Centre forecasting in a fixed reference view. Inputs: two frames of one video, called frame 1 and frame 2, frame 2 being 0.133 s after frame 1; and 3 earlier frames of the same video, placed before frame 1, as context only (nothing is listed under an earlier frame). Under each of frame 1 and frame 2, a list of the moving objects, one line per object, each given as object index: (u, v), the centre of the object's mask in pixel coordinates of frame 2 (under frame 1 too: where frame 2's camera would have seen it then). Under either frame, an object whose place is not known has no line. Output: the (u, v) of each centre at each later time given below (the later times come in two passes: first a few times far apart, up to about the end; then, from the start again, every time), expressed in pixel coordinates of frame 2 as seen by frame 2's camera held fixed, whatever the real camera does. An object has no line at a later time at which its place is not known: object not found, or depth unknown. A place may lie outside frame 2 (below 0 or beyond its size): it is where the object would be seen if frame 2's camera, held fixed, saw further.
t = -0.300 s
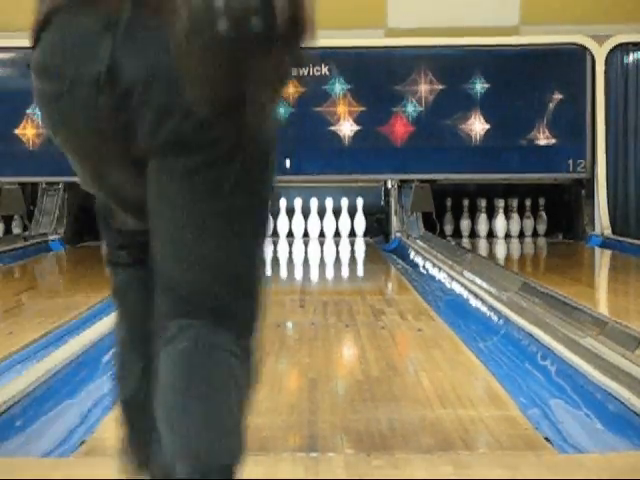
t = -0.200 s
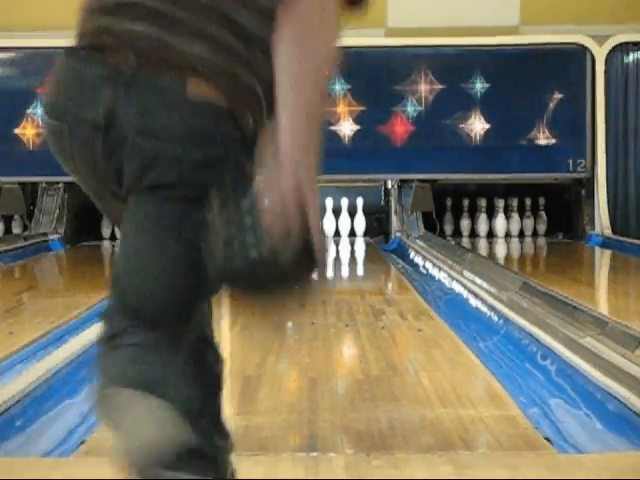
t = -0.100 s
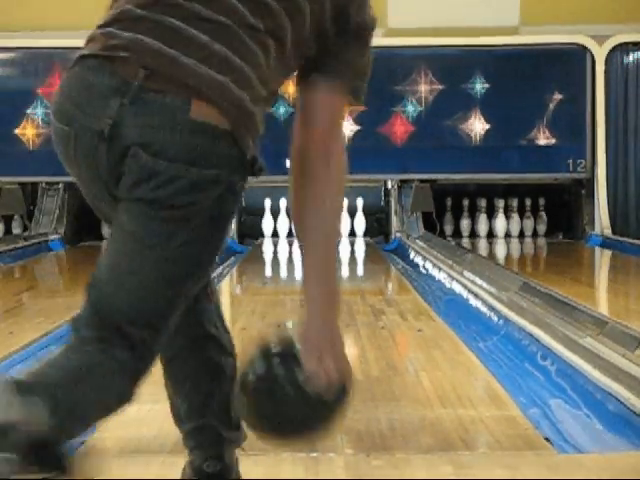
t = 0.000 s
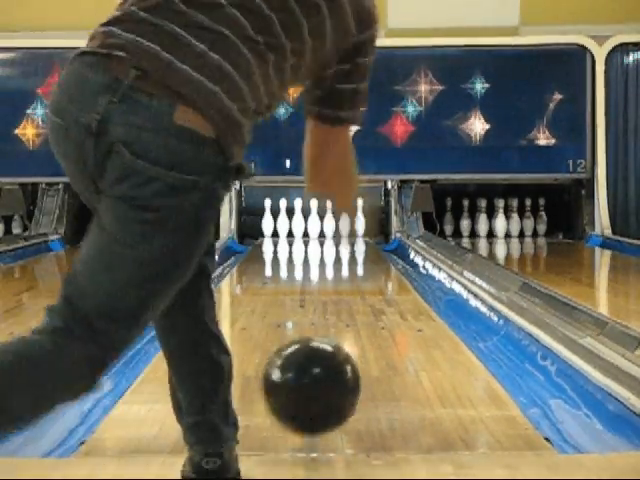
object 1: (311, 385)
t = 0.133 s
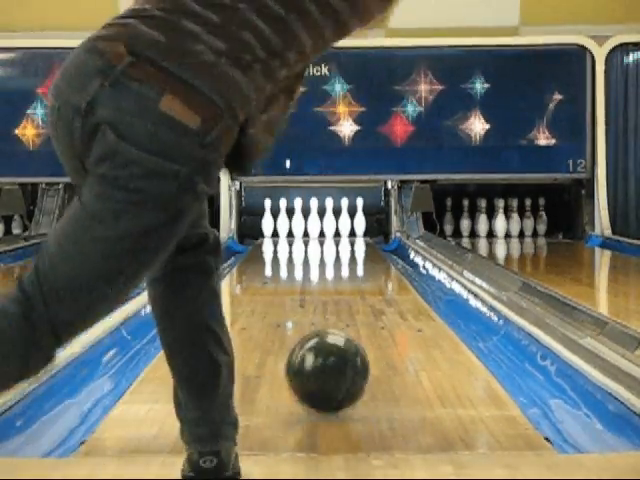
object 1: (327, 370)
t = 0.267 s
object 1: (339, 346)
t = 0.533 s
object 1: (353, 310)
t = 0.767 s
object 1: (359, 289)
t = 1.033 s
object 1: (363, 271)
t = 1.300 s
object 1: (365, 258)
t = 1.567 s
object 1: (363, 250)
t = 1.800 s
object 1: (360, 243)
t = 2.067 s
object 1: (354, 237)
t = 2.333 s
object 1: (344, 233)
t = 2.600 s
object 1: (328, 229)
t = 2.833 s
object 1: (323, 227)
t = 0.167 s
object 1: (330, 366)
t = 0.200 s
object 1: (333, 360)
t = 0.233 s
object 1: (336, 353)
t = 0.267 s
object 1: (339, 346)
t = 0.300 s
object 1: (341, 341)
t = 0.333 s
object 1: (343, 335)
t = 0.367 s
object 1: (345, 331)
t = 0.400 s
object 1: (347, 325)
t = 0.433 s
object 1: (348, 321)
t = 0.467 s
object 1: (350, 317)
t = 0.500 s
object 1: (351, 313)
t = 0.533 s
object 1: (353, 310)
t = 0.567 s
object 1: (354, 305)
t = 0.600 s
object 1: (355, 304)
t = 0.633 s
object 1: (356, 300)
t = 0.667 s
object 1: (356, 298)
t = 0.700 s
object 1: (358, 293)
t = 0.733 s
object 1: (359, 292)
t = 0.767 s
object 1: (359, 289)
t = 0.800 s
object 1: (360, 287)
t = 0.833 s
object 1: (361, 285)
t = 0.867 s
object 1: (361, 282)
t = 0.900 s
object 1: (362, 280)
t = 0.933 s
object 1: (362, 278)
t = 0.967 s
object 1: (362, 276)
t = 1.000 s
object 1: (363, 274)
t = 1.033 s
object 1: (363, 271)
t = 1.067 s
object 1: (364, 269)
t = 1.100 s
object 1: (365, 267)
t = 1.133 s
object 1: (365, 264)
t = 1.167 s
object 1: (365, 264)
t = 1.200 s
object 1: (364, 263)
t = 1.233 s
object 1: (365, 261)
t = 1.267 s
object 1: (365, 260)
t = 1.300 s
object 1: (365, 258)
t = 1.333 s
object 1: (365, 257)
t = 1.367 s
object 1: (365, 256)
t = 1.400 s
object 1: (365, 254)
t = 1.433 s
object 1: (364, 254)
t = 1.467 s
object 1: (364, 252)
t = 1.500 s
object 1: (363, 252)
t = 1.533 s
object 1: (364, 250)
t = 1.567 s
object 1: (363, 250)
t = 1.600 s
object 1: (363, 248)
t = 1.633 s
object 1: (362, 248)
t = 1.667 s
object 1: (362, 246)
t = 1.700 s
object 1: (362, 246)
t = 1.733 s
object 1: (361, 245)
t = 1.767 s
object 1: (360, 245)
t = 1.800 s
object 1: (360, 243)
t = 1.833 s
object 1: (359, 243)
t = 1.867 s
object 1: (359, 242)
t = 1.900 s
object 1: (358, 241)
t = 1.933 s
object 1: (358, 241)
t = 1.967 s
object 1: (357, 239)
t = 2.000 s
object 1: (356, 239)
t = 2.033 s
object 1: (355, 237)
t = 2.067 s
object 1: (354, 237)
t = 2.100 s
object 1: (353, 236)
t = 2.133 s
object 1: (351, 236)
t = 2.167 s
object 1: (350, 235)
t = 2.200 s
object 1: (349, 235)
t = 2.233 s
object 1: (348, 234)
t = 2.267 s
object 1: (346, 234)
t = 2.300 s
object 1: (345, 233)
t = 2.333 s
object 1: (344, 233)
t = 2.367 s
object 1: (342, 233)
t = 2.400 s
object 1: (341, 231)
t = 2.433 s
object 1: (338, 231)
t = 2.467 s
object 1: (336, 231)
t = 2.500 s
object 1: (334, 231)
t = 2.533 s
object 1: (332, 230)
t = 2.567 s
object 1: (329, 230)
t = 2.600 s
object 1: (328, 229)
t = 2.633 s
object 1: (327, 229)
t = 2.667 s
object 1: (325, 229)
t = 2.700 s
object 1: (324, 228)
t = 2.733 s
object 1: (324, 227)
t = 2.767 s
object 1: (324, 227)
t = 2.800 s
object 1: (324, 227)
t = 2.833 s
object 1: (323, 227)
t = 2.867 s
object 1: (323, 226)
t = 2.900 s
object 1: (322, 225)
